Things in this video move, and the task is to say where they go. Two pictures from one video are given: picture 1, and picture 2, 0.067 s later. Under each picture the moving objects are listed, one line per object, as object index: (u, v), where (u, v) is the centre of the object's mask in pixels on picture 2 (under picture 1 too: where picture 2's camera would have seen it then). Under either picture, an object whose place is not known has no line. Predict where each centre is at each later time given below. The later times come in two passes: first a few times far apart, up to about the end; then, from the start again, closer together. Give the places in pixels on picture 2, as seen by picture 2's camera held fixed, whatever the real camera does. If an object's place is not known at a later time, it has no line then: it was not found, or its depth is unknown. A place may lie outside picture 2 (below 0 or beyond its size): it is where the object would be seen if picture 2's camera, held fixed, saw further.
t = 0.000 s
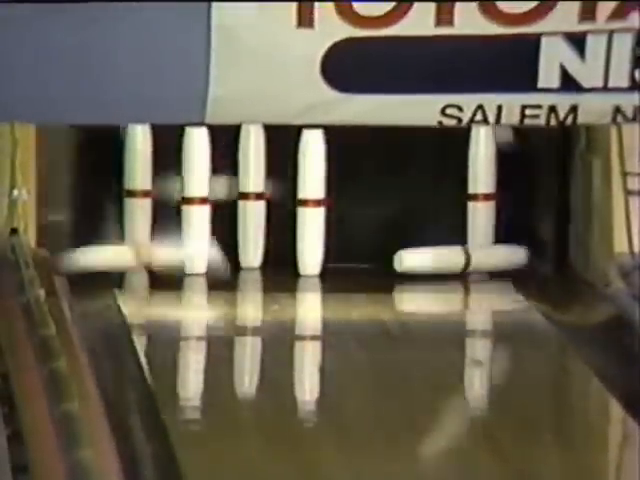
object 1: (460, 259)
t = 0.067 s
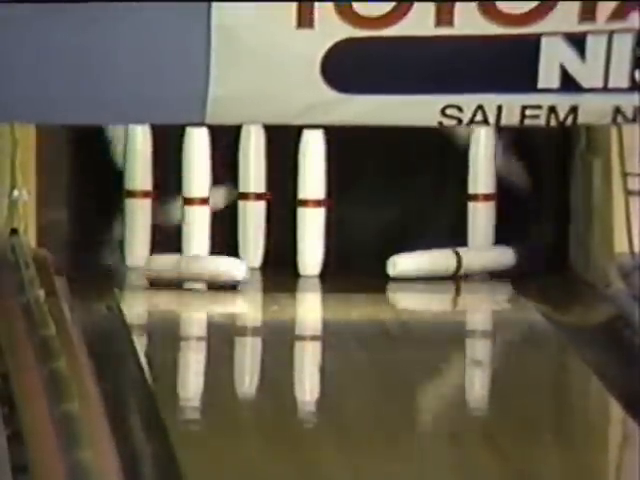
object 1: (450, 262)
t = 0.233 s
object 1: (431, 263)
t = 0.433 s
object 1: (434, 256)
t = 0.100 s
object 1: (441, 263)
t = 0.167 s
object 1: (437, 263)
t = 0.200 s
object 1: (434, 263)
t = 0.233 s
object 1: (431, 263)
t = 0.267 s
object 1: (431, 263)
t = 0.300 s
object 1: (440, 259)
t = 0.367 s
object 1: (438, 257)
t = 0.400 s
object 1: (433, 257)
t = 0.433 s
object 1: (434, 256)
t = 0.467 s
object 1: (429, 256)
